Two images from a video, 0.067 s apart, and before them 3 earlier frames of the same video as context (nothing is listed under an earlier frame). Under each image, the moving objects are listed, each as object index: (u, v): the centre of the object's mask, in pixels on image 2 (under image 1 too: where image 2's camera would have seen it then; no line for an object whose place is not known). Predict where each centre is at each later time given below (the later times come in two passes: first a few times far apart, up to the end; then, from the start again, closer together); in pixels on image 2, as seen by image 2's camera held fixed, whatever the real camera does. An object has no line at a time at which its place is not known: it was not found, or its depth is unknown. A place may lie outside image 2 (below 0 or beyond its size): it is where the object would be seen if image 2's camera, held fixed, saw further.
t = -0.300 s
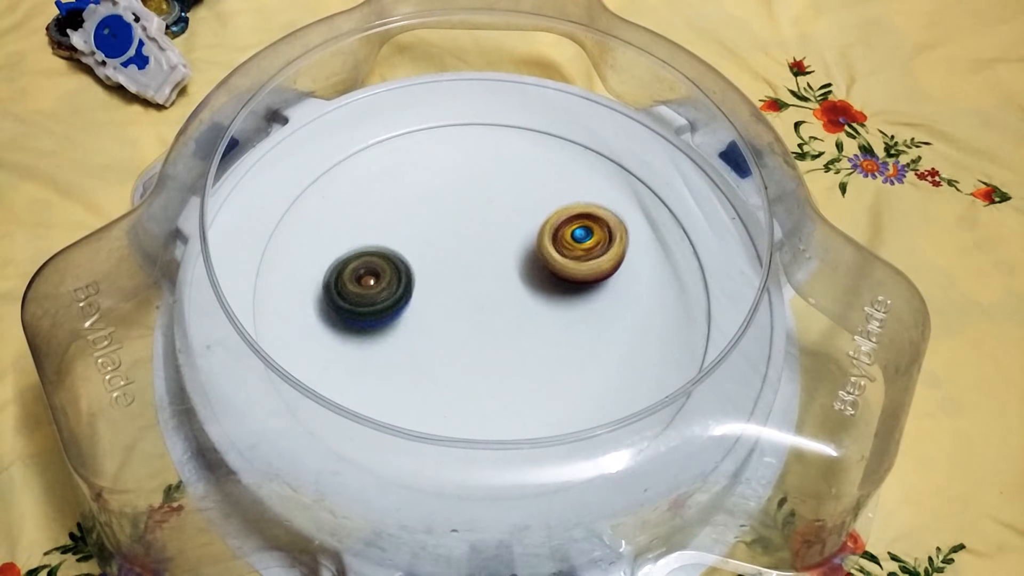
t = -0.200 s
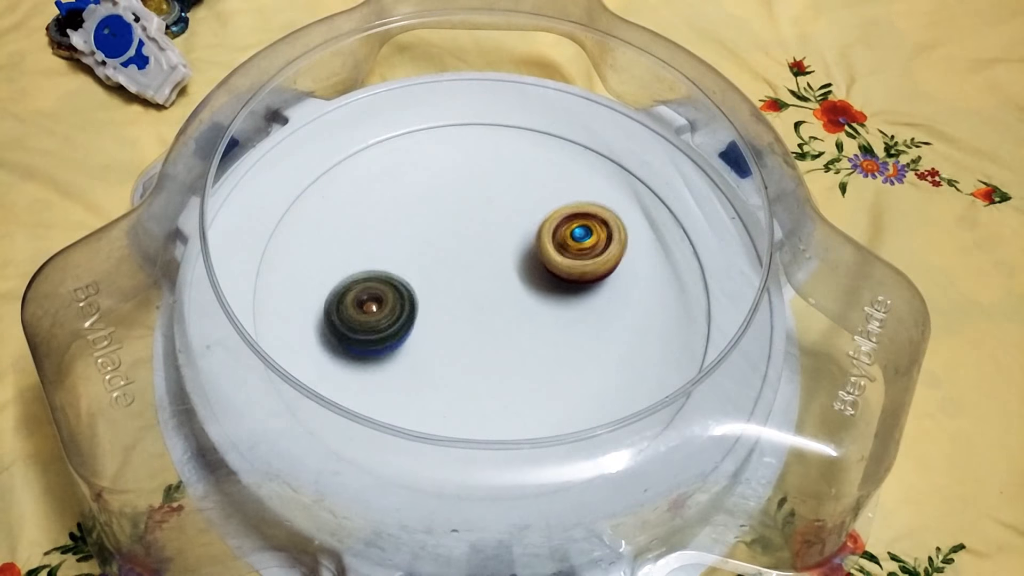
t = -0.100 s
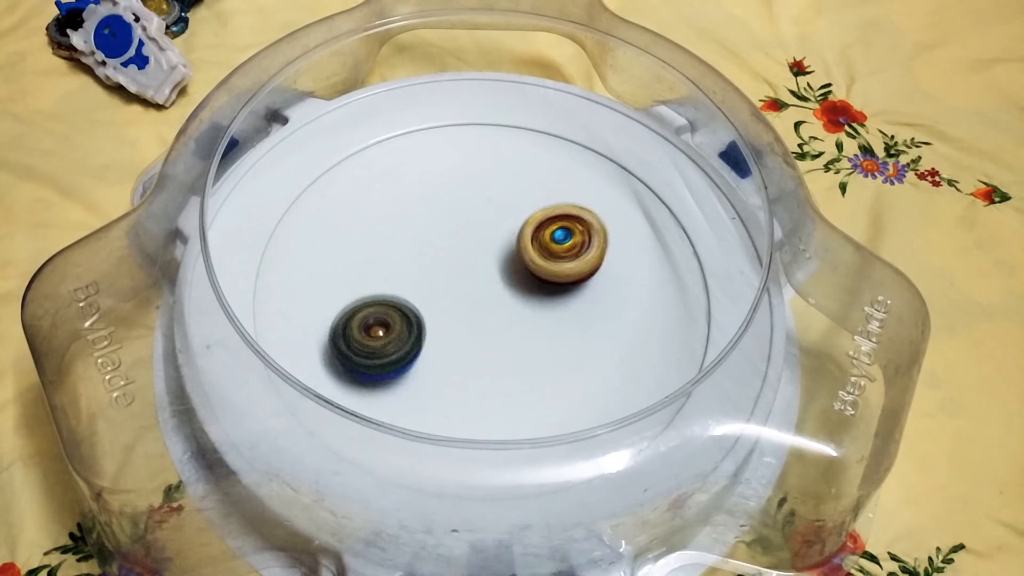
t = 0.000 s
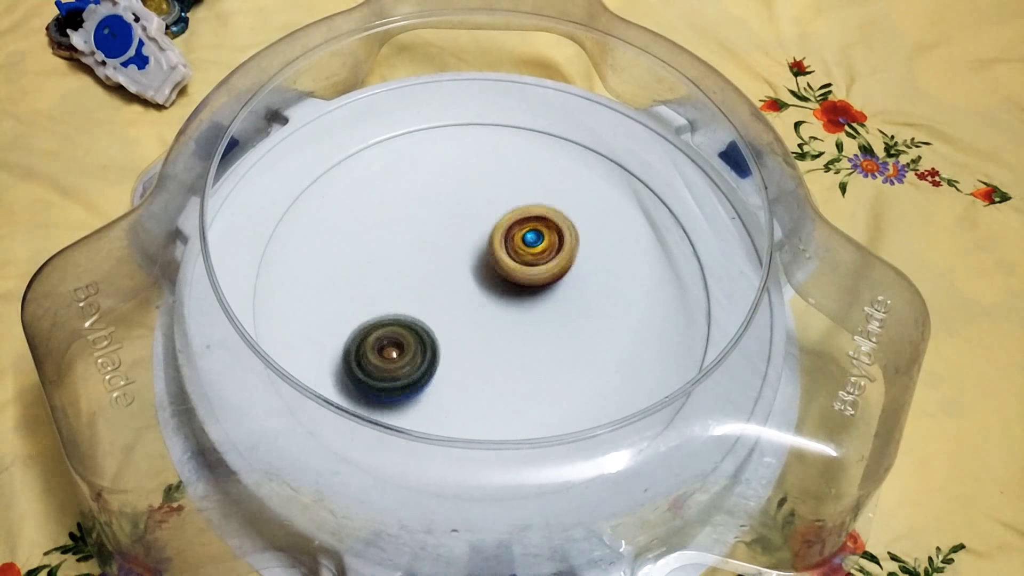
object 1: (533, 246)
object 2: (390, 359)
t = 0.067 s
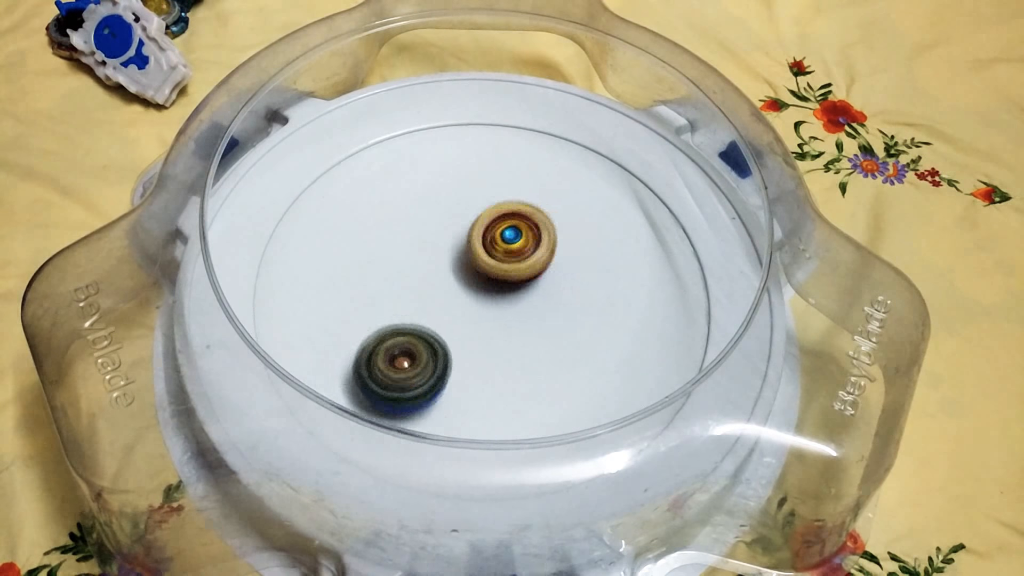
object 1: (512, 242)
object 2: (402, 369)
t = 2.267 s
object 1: (548, 289)
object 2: (440, 269)
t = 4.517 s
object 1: (461, 269)
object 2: (546, 315)
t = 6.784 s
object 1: (457, 246)
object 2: (517, 324)
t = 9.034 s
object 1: (510, 274)
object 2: (441, 188)
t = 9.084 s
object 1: (514, 270)
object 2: (435, 185)
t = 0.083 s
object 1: (507, 241)
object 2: (404, 371)
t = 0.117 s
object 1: (497, 238)
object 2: (411, 374)
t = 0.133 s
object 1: (494, 236)
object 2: (415, 375)
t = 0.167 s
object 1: (485, 233)
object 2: (421, 378)
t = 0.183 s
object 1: (481, 232)
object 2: (425, 379)
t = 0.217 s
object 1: (474, 230)
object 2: (432, 381)
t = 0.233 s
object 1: (470, 229)
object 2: (436, 381)
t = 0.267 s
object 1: (464, 227)
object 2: (443, 382)
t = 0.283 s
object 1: (460, 227)
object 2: (448, 382)
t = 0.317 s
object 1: (454, 226)
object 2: (455, 381)
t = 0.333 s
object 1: (451, 227)
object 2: (458, 381)
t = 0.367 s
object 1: (444, 227)
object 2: (466, 379)
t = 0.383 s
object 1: (441, 228)
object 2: (469, 378)
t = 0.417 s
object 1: (434, 228)
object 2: (477, 376)
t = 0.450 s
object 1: (428, 230)
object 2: (484, 373)
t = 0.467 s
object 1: (424, 230)
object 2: (487, 372)
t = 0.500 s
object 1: (419, 232)
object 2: (494, 368)
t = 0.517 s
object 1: (416, 232)
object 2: (497, 365)
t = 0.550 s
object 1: (411, 234)
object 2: (503, 362)
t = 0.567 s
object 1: (408, 236)
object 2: (506, 359)
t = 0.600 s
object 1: (404, 237)
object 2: (511, 355)
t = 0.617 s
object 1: (402, 239)
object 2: (514, 352)
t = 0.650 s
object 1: (399, 240)
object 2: (521, 347)
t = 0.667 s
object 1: (398, 242)
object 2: (522, 345)
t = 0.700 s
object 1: (396, 244)
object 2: (527, 340)
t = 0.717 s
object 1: (397, 246)
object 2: (530, 337)
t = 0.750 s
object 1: (396, 249)
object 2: (534, 332)
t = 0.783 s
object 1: (396, 253)
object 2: (537, 326)
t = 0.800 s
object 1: (396, 253)
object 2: (538, 324)
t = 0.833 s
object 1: (397, 259)
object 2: (540, 317)
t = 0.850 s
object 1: (397, 260)
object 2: (541, 314)
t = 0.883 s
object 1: (400, 265)
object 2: (543, 308)
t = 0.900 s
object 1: (400, 267)
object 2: (544, 304)
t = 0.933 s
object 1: (405, 272)
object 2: (544, 298)
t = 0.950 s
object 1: (405, 274)
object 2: (546, 294)
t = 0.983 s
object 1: (410, 279)
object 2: (546, 288)
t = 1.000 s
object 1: (411, 282)
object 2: (547, 285)
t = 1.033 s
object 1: (414, 286)
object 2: (548, 279)
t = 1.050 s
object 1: (415, 289)
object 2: (548, 277)
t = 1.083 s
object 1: (419, 293)
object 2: (549, 270)
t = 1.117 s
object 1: (423, 298)
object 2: (549, 264)
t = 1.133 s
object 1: (425, 300)
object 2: (549, 262)
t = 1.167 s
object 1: (430, 304)
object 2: (549, 257)
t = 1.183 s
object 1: (433, 305)
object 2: (550, 253)
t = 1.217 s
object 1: (439, 309)
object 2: (549, 249)
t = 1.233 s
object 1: (442, 311)
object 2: (549, 246)
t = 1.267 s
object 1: (448, 315)
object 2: (548, 242)
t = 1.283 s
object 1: (452, 316)
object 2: (548, 239)
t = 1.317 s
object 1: (457, 319)
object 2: (548, 234)
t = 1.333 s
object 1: (461, 321)
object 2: (547, 232)
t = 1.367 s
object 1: (466, 324)
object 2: (546, 228)
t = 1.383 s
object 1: (469, 324)
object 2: (545, 225)
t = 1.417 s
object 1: (475, 326)
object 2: (543, 221)
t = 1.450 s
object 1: (481, 326)
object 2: (540, 218)
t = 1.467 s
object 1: (484, 327)
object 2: (538, 217)
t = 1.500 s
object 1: (490, 326)
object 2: (534, 215)
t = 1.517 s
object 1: (493, 326)
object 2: (532, 214)
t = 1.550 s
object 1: (499, 325)
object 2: (528, 212)
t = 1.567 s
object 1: (502, 324)
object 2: (525, 212)
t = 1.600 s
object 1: (508, 322)
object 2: (521, 211)
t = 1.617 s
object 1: (511, 322)
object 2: (519, 211)
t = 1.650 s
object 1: (516, 319)
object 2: (514, 212)
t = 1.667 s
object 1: (519, 318)
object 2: (511, 213)
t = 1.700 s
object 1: (525, 316)
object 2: (507, 213)
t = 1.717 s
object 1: (528, 315)
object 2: (504, 214)
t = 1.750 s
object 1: (534, 312)
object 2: (500, 216)
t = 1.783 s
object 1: (539, 310)
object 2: (495, 219)
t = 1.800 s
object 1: (542, 309)
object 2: (493, 220)
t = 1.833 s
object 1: (548, 306)
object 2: (489, 222)
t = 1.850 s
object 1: (551, 305)
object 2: (487, 224)
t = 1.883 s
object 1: (555, 304)
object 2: (483, 226)
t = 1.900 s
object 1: (558, 303)
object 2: (481, 228)
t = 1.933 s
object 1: (562, 302)
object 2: (477, 232)
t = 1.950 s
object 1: (564, 301)
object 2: (475, 233)
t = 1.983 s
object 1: (566, 301)
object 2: (471, 237)
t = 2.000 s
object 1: (567, 300)
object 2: (469, 239)
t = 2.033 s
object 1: (568, 299)
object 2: (464, 242)
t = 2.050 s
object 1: (568, 298)
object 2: (463, 244)
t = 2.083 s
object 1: (567, 297)
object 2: (459, 247)
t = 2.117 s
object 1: (565, 297)
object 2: (456, 251)
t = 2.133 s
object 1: (564, 295)
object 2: (454, 253)
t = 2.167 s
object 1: (560, 294)
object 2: (451, 257)
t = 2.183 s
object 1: (559, 293)
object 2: (448, 259)
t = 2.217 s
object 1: (555, 292)
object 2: (445, 263)
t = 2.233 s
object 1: (554, 291)
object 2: (444, 265)
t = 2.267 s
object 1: (548, 289)
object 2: (440, 269)
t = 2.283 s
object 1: (546, 288)
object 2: (440, 271)
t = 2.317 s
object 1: (540, 286)
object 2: (436, 276)
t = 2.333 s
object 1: (538, 285)
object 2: (435, 277)
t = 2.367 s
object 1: (531, 283)
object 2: (433, 281)
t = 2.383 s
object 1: (528, 282)
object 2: (431, 283)
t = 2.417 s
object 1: (525, 280)
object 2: (425, 286)
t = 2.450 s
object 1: (522, 279)
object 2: (421, 290)
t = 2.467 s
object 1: (519, 278)
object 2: (419, 291)
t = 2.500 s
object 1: (514, 276)
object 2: (414, 295)
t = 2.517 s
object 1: (512, 275)
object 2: (413, 297)
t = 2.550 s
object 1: (506, 273)
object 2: (410, 300)
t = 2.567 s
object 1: (503, 272)
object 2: (408, 301)
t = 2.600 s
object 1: (497, 269)
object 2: (406, 304)
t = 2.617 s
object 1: (494, 268)
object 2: (405, 306)
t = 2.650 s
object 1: (488, 265)
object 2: (403, 308)
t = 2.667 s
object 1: (485, 264)
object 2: (402, 309)
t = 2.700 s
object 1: (480, 262)
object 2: (401, 312)
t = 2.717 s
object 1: (477, 260)
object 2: (401, 313)
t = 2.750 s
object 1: (471, 259)
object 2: (400, 316)
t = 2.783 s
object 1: (467, 257)
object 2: (400, 318)
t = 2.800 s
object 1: (463, 256)
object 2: (400, 319)
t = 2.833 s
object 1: (458, 255)
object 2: (401, 321)
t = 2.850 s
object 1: (456, 254)
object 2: (401, 323)
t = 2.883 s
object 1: (452, 252)
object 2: (402, 324)
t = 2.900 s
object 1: (450, 251)
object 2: (403, 325)
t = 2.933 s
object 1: (445, 250)
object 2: (404, 327)
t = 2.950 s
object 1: (443, 250)
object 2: (405, 328)
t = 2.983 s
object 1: (438, 249)
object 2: (407, 329)
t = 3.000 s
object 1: (437, 248)
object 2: (409, 329)
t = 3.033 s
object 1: (432, 248)
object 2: (412, 330)
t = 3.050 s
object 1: (431, 248)
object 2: (414, 329)
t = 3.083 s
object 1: (427, 247)
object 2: (417, 329)
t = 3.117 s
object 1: (424, 243)
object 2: (420, 333)
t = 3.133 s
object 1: (423, 240)
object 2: (422, 336)
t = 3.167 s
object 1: (422, 237)
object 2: (426, 336)
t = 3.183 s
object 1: (422, 235)
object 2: (429, 336)
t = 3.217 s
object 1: (421, 233)
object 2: (434, 336)
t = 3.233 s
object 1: (422, 232)
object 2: (436, 337)
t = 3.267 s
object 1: (422, 230)
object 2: (443, 336)
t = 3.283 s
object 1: (423, 230)
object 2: (446, 336)
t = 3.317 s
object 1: (425, 229)
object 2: (452, 336)
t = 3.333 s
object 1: (425, 229)
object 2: (455, 335)
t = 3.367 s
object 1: (427, 229)
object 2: (461, 335)
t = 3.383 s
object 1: (428, 228)
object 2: (464, 334)
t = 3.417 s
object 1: (430, 229)
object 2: (470, 333)
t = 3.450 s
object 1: (433, 230)
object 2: (476, 332)
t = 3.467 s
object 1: (434, 230)
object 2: (478, 332)
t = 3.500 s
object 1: (437, 233)
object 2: (485, 329)
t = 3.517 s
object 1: (439, 233)
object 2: (487, 329)
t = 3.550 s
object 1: (441, 236)
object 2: (493, 326)
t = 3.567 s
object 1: (444, 236)
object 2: (496, 325)
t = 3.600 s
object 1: (446, 239)
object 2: (501, 323)
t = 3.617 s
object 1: (448, 240)
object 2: (503, 323)
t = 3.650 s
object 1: (451, 243)
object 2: (507, 320)
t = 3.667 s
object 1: (453, 244)
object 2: (509, 319)
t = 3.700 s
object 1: (456, 247)
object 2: (514, 316)
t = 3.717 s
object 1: (458, 248)
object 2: (516, 315)
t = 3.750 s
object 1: (460, 250)
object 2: (521, 316)
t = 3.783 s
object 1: (457, 246)
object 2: (536, 322)
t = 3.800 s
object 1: (457, 244)
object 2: (541, 323)
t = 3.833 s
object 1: (456, 243)
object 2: (546, 325)
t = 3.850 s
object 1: (458, 243)
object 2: (548, 326)
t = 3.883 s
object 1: (459, 243)
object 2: (553, 326)
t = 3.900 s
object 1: (460, 243)
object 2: (555, 324)
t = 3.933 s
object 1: (462, 244)
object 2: (560, 324)
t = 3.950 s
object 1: (463, 245)
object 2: (562, 323)
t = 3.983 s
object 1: (465, 247)
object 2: (565, 322)
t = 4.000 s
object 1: (466, 247)
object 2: (567, 320)
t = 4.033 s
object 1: (467, 249)
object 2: (569, 318)
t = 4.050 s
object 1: (468, 250)
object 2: (570, 317)
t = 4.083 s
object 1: (470, 252)
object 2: (571, 316)
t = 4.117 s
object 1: (471, 255)
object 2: (571, 315)
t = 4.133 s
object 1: (472, 256)
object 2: (571, 315)
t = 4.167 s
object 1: (474, 258)
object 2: (571, 313)
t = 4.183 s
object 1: (475, 259)
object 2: (569, 314)
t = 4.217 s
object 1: (476, 262)
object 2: (567, 312)
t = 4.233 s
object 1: (478, 263)
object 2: (565, 312)
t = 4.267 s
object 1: (478, 266)
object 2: (561, 311)
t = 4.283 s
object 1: (479, 268)
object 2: (559, 311)
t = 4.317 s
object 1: (475, 266)
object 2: (563, 313)
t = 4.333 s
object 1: (472, 267)
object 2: (564, 314)
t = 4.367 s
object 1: (469, 266)
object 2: (562, 315)
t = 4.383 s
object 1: (468, 266)
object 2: (561, 315)
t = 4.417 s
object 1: (466, 266)
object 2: (557, 315)
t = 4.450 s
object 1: (464, 268)
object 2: (555, 315)
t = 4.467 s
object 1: (463, 268)
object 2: (552, 315)
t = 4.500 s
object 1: (461, 269)
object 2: (548, 314)
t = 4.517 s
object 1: (461, 269)
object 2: (546, 315)
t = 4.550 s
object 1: (460, 271)
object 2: (541, 315)
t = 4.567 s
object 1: (459, 270)
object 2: (540, 315)
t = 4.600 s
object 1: (453, 271)
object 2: (539, 317)
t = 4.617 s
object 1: (452, 271)
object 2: (538, 316)
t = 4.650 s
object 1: (448, 269)
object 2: (533, 316)
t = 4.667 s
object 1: (446, 270)
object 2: (531, 316)
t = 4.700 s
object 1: (443, 270)
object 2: (526, 316)
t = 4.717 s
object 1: (442, 270)
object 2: (523, 316)
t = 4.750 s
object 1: (439, 269)
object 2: (519, 314)
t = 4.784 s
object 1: (434, 268)
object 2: (518, 315)
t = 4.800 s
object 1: (432, 267)
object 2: (516, 315)
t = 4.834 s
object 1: (428, 265)
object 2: (513, 314)
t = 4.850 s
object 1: (427, 263)
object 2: (511, 314)
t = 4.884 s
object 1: (424, 262)
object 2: (508, 312)
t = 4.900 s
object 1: (423, 262)
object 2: (506, 312)
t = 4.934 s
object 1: (422, 260)
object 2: (502, 310)
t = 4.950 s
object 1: (421, 260)
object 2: (501, 309)
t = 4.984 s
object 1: (420, 260)
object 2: (498, 307)
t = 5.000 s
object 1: (418, 258)
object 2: (499, 307)
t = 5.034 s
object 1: (416, 255)
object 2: (498, 306)
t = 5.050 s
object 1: (414, 253)
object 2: (497, 305)
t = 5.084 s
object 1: (412, 252)
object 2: (494, 303)
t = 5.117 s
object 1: (413, 249)
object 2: (493, 301)
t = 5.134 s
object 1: (412, 249)
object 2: (493, 300)
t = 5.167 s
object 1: (412, 248)
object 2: (491, 296)
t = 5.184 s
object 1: (412, 248)
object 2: (490, 296)
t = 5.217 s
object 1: (413, 246)
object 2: (489, 294)
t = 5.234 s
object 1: (412, 246)
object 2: (489, 294)
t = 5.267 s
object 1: (411, 244)
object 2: (490, 292)
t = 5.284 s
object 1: (411, 243)
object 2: (490, 291)
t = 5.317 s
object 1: (414, 241)
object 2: (492, 289)
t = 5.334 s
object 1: (415, 241)
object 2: (492, 288)
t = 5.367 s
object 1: (413, 238)
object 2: (501, 289)
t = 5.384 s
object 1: (411, 235)
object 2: (506, 292)
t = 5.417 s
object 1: (409, 230)
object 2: (516, 294)
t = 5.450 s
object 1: (409, 225)
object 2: (520, 296)
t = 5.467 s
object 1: (409, 224)
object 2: (523, 296)
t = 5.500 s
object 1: (410, 223)
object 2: (527, 296)
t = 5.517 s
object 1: (412, 222)
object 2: (530, 296)
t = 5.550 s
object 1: (415, 220)
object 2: (533, 296)
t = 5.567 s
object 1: (416, 221)
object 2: (535, 296)
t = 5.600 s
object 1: (418, 222)
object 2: (537, 297)
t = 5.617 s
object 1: (420, 222)
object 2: (539, 298)
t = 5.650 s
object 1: (424, 223)
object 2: (540, 299)
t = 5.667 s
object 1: (426, 224)
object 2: (541, 298)
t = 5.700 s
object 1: (429, 225)
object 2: (543, 299)
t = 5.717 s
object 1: (431, 226)
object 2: (544, 299)
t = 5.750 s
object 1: (436, 229)
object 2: (545, 301)
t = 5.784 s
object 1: (440, 232)
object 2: (546, 301)
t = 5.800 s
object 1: (442, 233)
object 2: (546, 301)
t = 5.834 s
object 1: (446, 236)
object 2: (545, 302)
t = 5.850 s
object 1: (448, 238)
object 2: (545, 302)
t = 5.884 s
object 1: (454, 242)
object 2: (544, 303)
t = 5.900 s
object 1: (457, 243)
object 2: (543, 304)
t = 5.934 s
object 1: (460, 248)
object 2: (541, 306)
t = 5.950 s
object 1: (463, 249)
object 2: (541, 305)
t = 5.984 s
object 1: (468, 253)
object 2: (539, 306)
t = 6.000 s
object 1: (466, 251)
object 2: (545, 312)
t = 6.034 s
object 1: (462, 244)
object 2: (552, 325)
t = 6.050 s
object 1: (460, 242)
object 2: (553, 329)
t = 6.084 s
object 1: (459, 239)
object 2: (553, 332)
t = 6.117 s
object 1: (460, 237)
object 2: (553, 333)
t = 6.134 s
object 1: (460, 236)
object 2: (552, 334)
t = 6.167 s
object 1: (461, 234)
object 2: (551, 335)
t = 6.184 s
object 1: (461, 235)
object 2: (550, 335)
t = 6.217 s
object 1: (461, 235)
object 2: (548, 336)
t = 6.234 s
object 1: (461, 236)
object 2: (547, 336)
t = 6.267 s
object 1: (462, 237)
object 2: (544, 335)
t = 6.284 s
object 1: (462, 237)
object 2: (543, 336)
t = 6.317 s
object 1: (463, 238)
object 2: (540, 335)
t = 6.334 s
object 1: (463, 239)
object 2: (538, 335)
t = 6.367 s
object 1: (463, 240)
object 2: (534, 334)
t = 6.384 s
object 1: (463, 242)
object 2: (532, 333)
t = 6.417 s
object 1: (464, 244)
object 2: (529, 332)
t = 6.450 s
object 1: (465, 246)
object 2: (525, 330)
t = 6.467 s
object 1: (465, 247)
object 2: (522, 329)
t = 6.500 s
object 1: (464, 250)
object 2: (518, 326)
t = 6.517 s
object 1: (465, 251)
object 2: (516, 325)
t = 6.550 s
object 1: (463, 251)
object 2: (517, 327)
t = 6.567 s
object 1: (461, 249)
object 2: (519, 331)
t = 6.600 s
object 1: (459, 245)
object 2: (520, 335)
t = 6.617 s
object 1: (458, 244)
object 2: (520, 334)
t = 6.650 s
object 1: (457, 243)
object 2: (519, 333)
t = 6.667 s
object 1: (457, 243)
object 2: (519, 332)
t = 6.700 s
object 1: (457, 243)
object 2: (519, 330)
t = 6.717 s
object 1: (456, 244)
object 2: (519, 329)
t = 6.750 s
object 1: (457, 245)
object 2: (518, 326)
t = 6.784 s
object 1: (457, 246)
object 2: (517, 324)
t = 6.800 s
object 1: (457, 247)
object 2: (517, 322)
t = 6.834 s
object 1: (456, 251)
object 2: (515, 320)
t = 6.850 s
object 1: (455, 252)
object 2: (515, 318)
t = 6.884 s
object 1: (452, 253)
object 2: (518, 317)
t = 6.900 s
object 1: (450, 254)
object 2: (520, 316)
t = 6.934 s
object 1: (447, 254)
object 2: (520, 315)
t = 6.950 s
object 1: (446, 254)
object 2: (521, 313)
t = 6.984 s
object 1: (444, 254)
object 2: (522, 311)
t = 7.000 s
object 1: (443, 255)
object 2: (524, 308)
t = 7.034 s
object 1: (441, 256)
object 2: (525, 306)
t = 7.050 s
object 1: (440, 256)
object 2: (525, 305)
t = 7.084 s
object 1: (439, 258)
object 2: (527, 301)
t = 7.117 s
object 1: (438, 259)
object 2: (527, 300)
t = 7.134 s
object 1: (438, 260)
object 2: (527, 298)
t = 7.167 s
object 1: (439, 261)
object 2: (528, 295)
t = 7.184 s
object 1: (439, 262)
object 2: (528, 294)
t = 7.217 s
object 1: (439, 263)
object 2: (529, 291)
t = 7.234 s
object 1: (439, 264)
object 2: (530, 289)
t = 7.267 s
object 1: (440, 265)
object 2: (530, 287)
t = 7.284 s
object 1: (440, 266)
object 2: (531, 286)
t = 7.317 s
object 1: (433, 266)
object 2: (544, 285)
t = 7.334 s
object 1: (431, 265)
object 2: (548, 285)
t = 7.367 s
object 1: (428, 264)
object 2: (552, 283)
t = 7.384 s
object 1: (427, 265)
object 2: (553, 282)
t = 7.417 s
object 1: (426, 264)
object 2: (556, 280)
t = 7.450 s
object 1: (427, 265)
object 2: (559, 279)
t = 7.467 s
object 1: (426, 265)
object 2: (561, 278)
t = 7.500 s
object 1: (428, 265)
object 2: (563, 277)
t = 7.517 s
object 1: (429, 266)
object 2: (564, 276)
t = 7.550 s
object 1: (430, 268)
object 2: (566, 275)
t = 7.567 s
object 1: (430, 269)
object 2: (567, 274)
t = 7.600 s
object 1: (432, 272)
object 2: (568, 272)
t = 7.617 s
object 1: (434, 273)
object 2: (568, 272)
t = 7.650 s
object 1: (436, 275)
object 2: (568, 272)
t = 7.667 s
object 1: (438, 276)
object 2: (568, 272)
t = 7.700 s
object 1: (441, 278)
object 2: (566, 272)
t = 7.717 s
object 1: (442, 279)
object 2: (565, 272)
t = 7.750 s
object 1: (446, 281)
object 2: (564, 272)
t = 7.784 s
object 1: (450, 282)
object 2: (561, 273)
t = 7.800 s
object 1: (452, 283)
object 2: (560, 272)
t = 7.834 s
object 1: (457, 285)
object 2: (557, 272)
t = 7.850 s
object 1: (459, 285)
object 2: (556, 272)
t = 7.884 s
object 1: (463, 286)
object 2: (552, 272)
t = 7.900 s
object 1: (454, 289)
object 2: (566, 268)
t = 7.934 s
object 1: (433, 294)
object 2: (595, 259)
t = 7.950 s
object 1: (424, 296)
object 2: (606, 257)
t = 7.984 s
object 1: (412, 297)
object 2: (622, 251)
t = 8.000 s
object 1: (408, 297)
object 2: (626, 250)
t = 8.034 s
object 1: (402, 296)
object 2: (630, 246)
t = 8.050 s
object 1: (399, 295)
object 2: (630, 245)
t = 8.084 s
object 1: (396, 295)
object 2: (631, 241)
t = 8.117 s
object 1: (395, 295)
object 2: (631, 239)
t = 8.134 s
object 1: (395, 295)
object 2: (631, 238)
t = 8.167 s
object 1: (395, 296)
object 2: (632, 236)
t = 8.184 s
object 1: (395, 296)
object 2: (632, 236)
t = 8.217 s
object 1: (395, 297)
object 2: (631, 234)
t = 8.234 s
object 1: (396, 298)
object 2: (630, 234)
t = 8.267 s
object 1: (398, 299)
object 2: (628, 233)
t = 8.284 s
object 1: (398, 300)
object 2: (626, 233)
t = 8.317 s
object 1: (400, 300)
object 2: (622, 234)
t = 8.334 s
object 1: (402, 301)
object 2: (620, 234)
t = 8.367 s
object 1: (406, 301)
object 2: (614, 235)
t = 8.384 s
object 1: (408, 301)
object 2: (612, 234)
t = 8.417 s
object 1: (413, 301)
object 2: (605, 235)
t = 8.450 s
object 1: (419, 301)
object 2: (598, 236)
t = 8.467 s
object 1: (422, 301)
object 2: (595, 236)
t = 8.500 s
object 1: (429, 301)
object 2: (589, 237)
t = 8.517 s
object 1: (432, 301)
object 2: (585, 236)
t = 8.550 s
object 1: (439, 300)
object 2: (576, 237)
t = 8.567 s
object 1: (443, 300)
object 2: (571, 236)
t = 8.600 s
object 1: (449, 299)
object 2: (561, 235)
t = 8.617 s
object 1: (452, 298)
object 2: (555, 236)
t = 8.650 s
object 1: (459, 296)
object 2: (545, 235)
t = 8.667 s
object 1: (463, 296)
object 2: (539, 234)
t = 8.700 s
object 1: (470, 293)
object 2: (528, 233)
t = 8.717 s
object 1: (472, 292)
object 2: (523, 231)
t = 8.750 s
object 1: (478, 291)
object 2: (512, 226)
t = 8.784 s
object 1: (482, 291)
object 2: (503, 221)
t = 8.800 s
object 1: (485, 291)
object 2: (497, 219)
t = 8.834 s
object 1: (488, 289)
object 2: (486, 215)
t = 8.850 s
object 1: (490, 288)
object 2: (481, 213)
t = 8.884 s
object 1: (494, 286)
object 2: (473, 207)
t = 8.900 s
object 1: (496, 285)
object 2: (468, 204)
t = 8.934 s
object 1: (500, 283)
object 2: (460, 199)
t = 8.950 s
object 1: (502, 281)
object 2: (455, 197)
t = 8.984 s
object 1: (506, 278)
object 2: (448, 193)
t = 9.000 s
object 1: (507, 277)
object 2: (446, 191)
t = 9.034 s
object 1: (510, 274)
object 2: (441, 188)
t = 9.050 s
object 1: (511, 272)
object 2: (439, 186)
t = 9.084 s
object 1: (514, 270)
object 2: (435, 185)
